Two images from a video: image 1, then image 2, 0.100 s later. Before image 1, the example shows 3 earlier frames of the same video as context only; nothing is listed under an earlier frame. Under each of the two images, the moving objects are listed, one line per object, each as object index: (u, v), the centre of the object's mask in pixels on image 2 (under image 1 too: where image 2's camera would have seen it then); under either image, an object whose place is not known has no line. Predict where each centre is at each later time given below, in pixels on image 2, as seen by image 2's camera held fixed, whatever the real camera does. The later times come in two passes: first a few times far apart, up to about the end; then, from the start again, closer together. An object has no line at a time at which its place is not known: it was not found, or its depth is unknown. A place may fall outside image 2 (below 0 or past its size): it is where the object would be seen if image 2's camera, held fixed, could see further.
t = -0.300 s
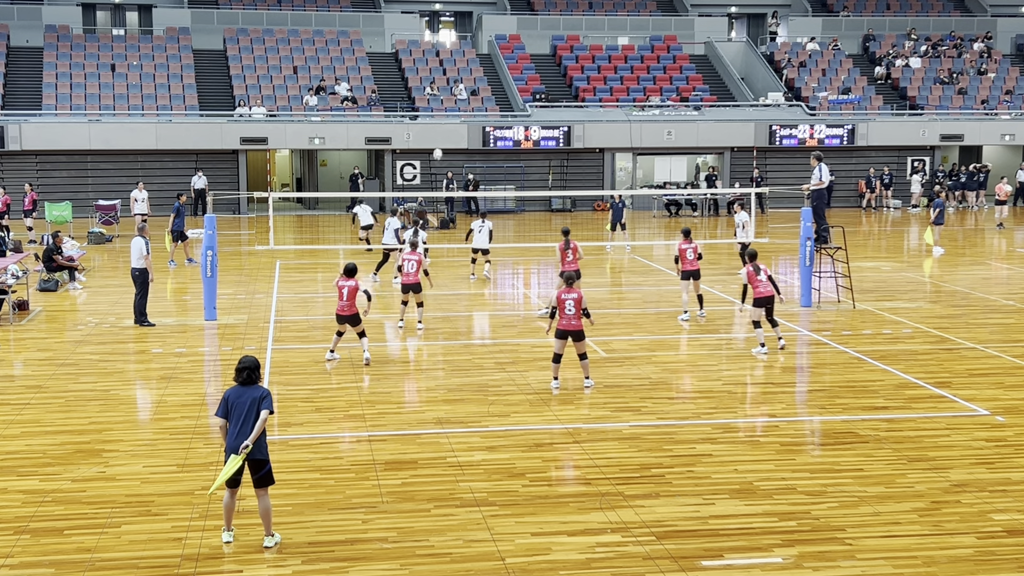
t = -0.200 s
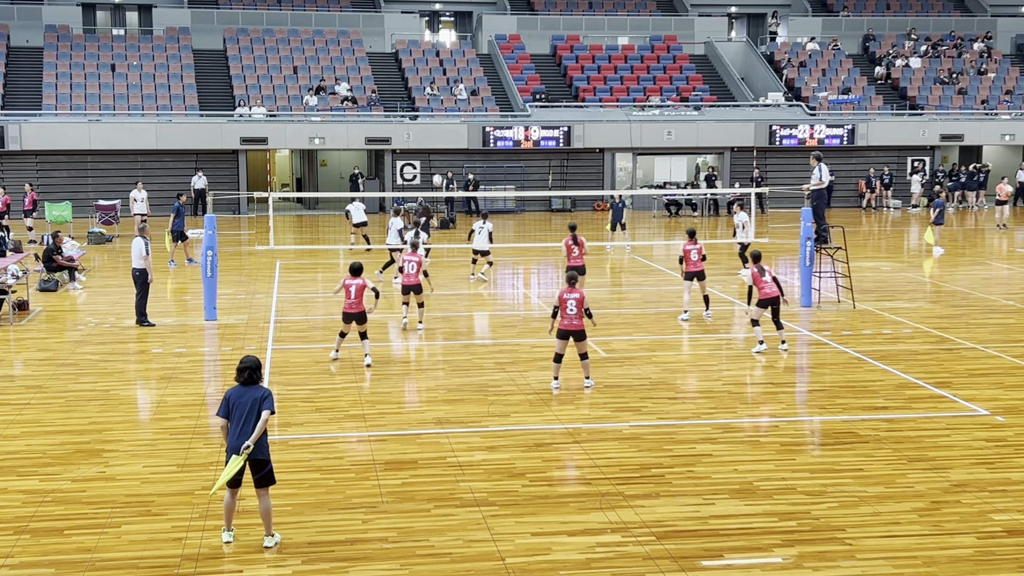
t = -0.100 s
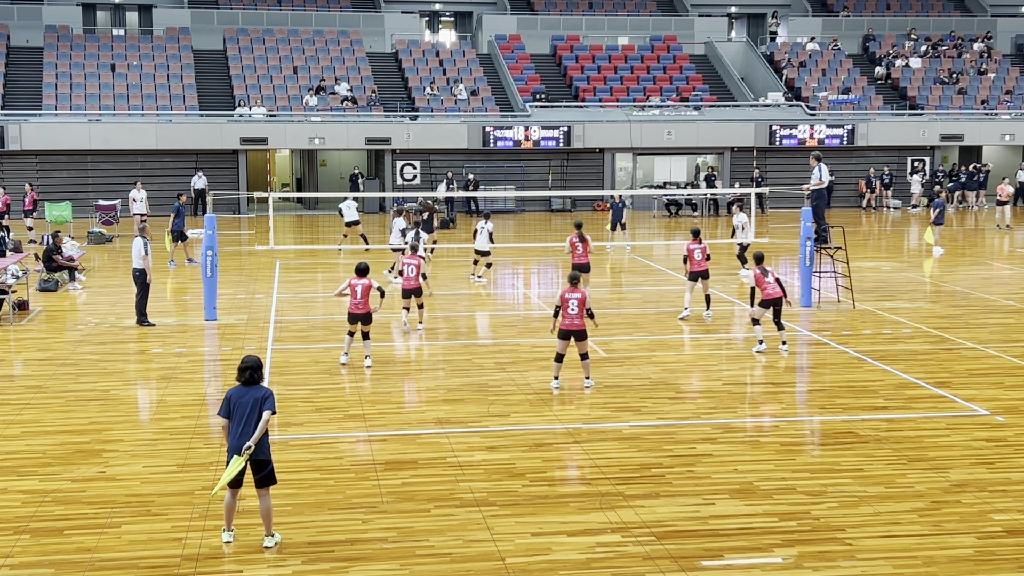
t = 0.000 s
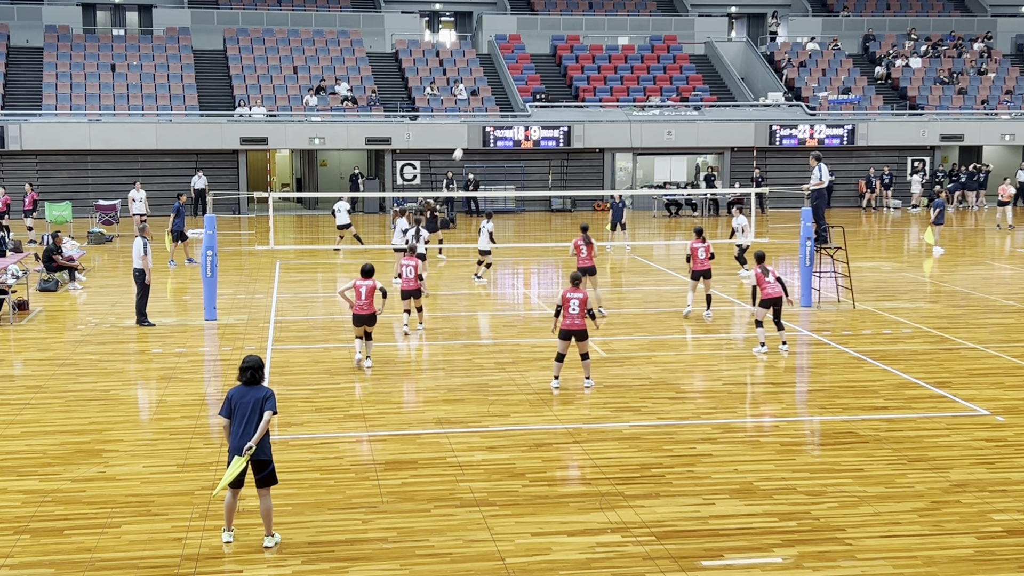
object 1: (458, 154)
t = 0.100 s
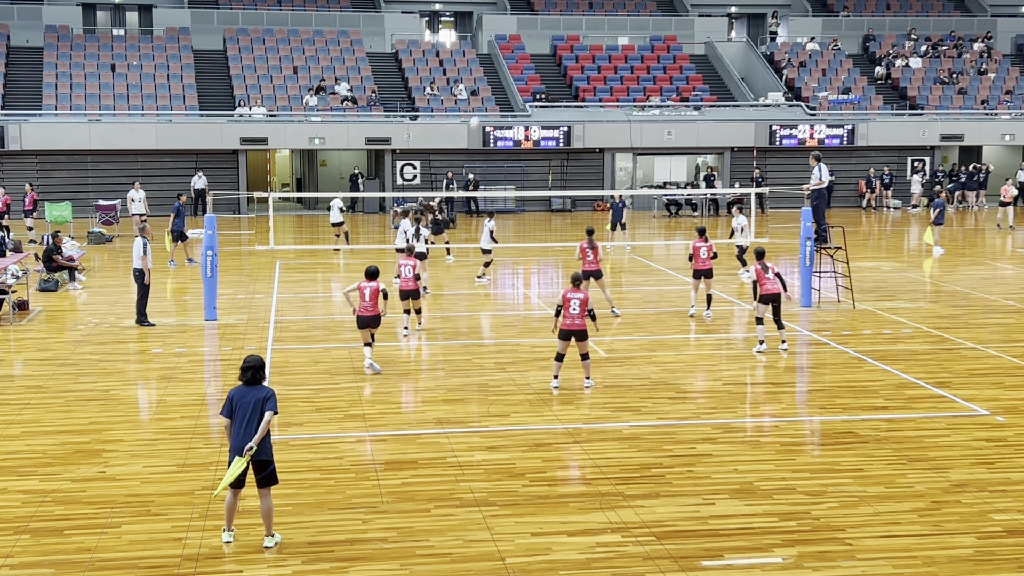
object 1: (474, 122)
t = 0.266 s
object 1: (501, 78)
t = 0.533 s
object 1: (544, 32)
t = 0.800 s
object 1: (587, 16)
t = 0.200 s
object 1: (490, 95)
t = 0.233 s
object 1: (496, 87)
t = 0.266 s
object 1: (501, 78)
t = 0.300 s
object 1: (506, 71)
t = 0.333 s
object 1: (512, 64)
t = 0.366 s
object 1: (517, 57)
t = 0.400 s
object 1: (522, 51)
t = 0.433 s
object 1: (528, 46)
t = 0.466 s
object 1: (533, 40)
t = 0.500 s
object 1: (539, 36)
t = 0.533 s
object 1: (544, 32)
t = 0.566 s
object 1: (549, 28)
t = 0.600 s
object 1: (555, 25)
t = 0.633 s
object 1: (560, 23)
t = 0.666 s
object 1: (566, 20)
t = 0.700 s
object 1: (571, 18)
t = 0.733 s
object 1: (577, 17)
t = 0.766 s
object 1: (582, 16)
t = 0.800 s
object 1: (587, 16)
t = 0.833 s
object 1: (593, 17)
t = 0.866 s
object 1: (598, 17)
